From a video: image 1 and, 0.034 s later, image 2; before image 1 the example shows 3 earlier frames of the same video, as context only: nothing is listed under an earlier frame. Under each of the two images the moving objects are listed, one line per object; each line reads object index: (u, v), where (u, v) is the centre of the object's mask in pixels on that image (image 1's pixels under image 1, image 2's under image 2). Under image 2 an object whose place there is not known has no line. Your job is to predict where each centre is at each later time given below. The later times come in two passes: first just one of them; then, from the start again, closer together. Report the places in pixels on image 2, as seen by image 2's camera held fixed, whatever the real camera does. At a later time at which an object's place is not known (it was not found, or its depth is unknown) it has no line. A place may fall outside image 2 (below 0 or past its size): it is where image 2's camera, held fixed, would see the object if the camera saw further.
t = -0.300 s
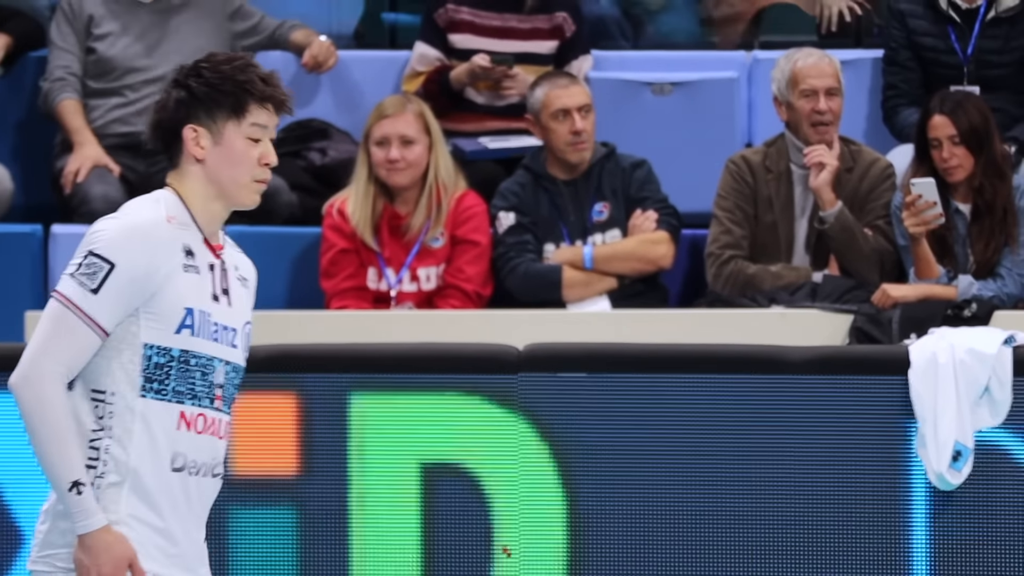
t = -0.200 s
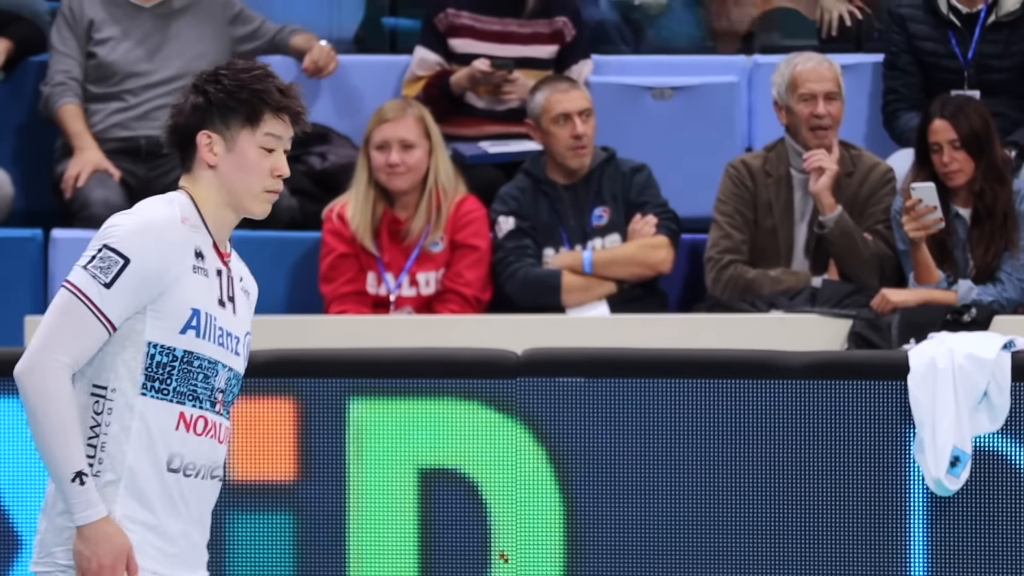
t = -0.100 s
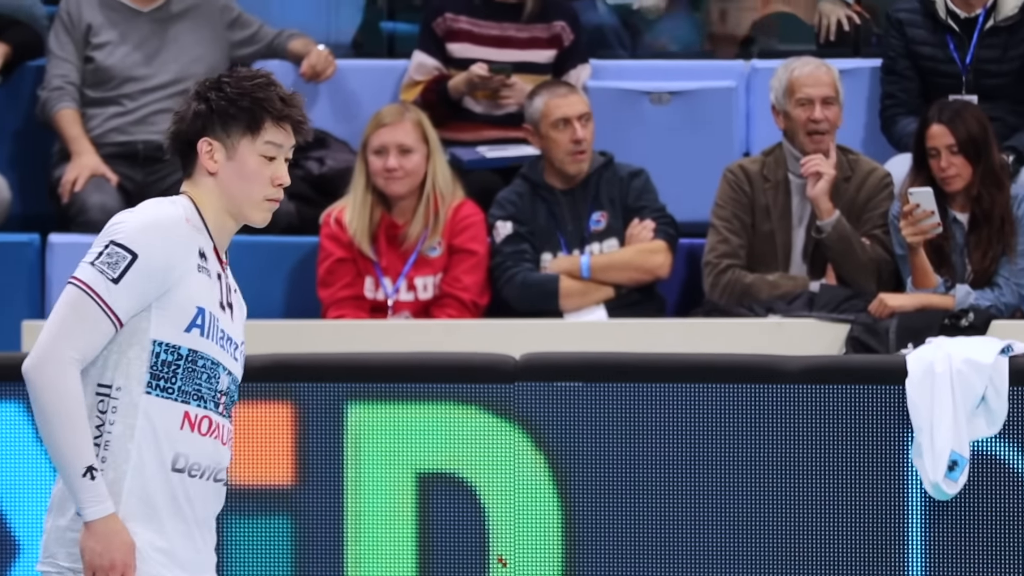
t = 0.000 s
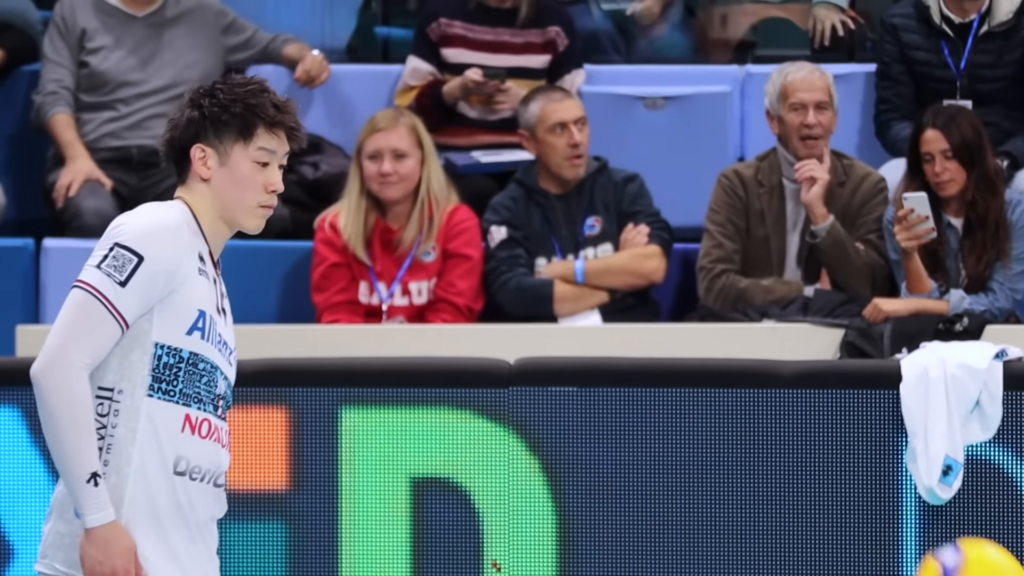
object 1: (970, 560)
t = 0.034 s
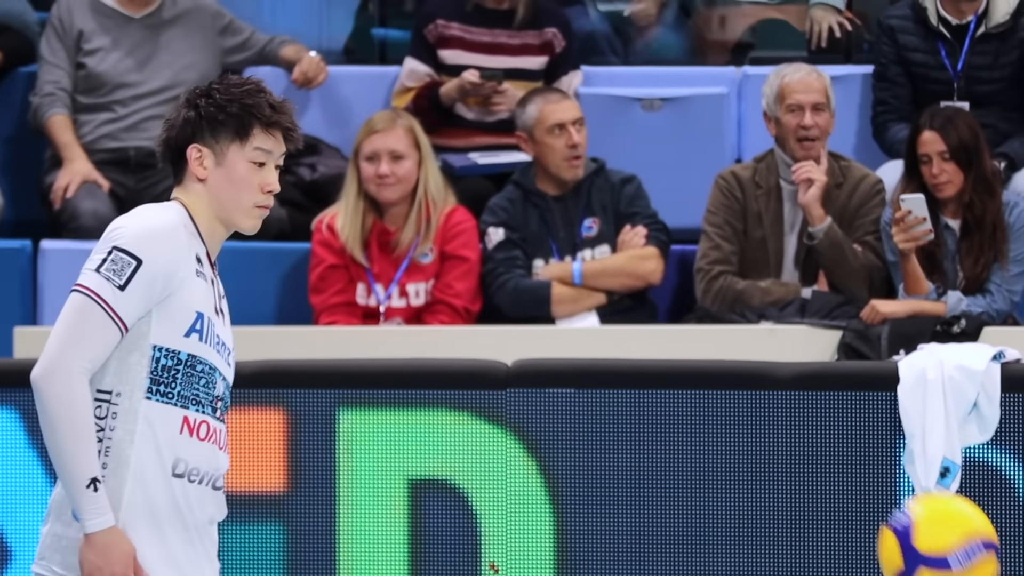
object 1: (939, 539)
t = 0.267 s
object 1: (728, 369)
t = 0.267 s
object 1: (728, 369)
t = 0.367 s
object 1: (642, 385)
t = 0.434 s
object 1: (582, 420)
